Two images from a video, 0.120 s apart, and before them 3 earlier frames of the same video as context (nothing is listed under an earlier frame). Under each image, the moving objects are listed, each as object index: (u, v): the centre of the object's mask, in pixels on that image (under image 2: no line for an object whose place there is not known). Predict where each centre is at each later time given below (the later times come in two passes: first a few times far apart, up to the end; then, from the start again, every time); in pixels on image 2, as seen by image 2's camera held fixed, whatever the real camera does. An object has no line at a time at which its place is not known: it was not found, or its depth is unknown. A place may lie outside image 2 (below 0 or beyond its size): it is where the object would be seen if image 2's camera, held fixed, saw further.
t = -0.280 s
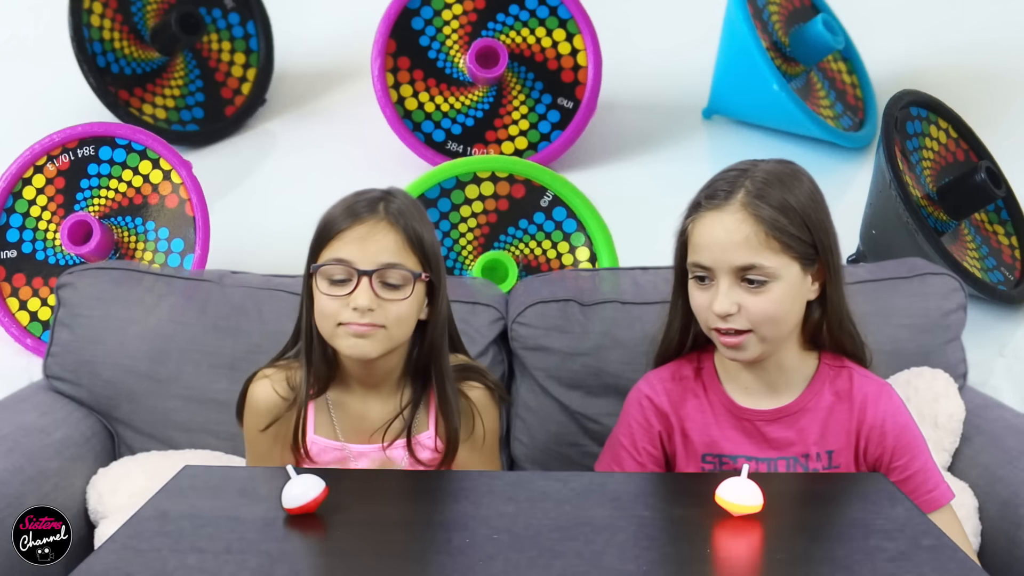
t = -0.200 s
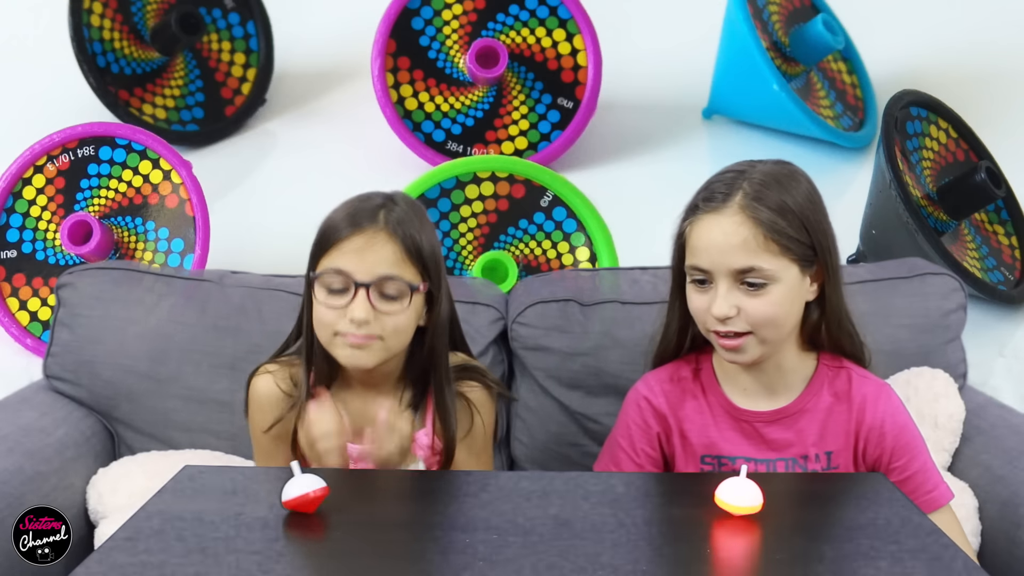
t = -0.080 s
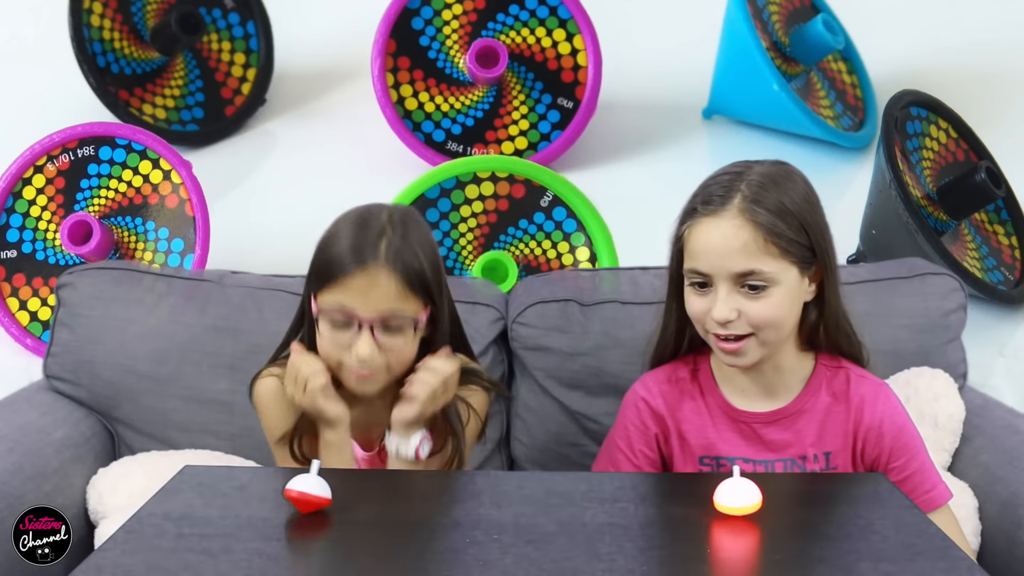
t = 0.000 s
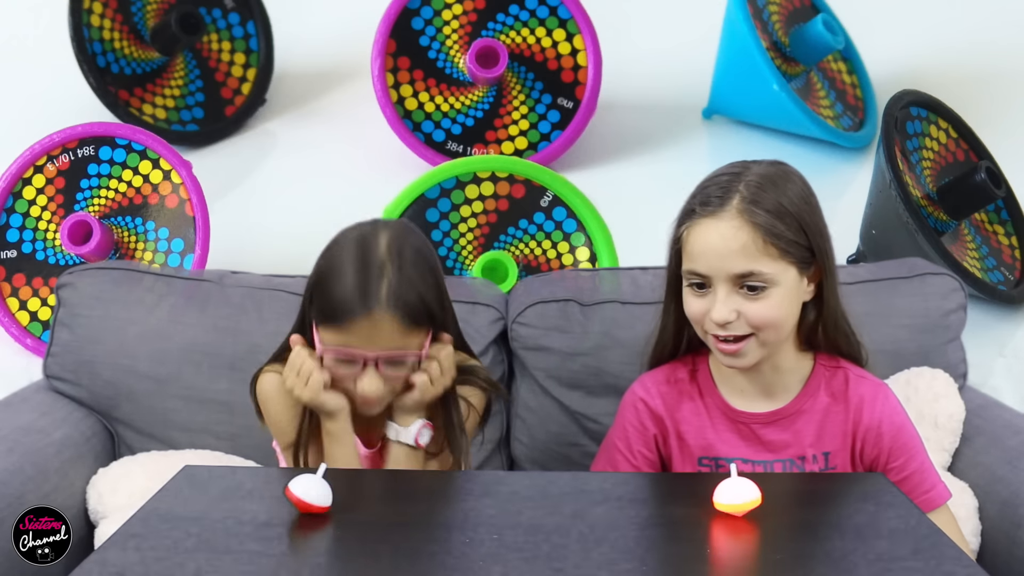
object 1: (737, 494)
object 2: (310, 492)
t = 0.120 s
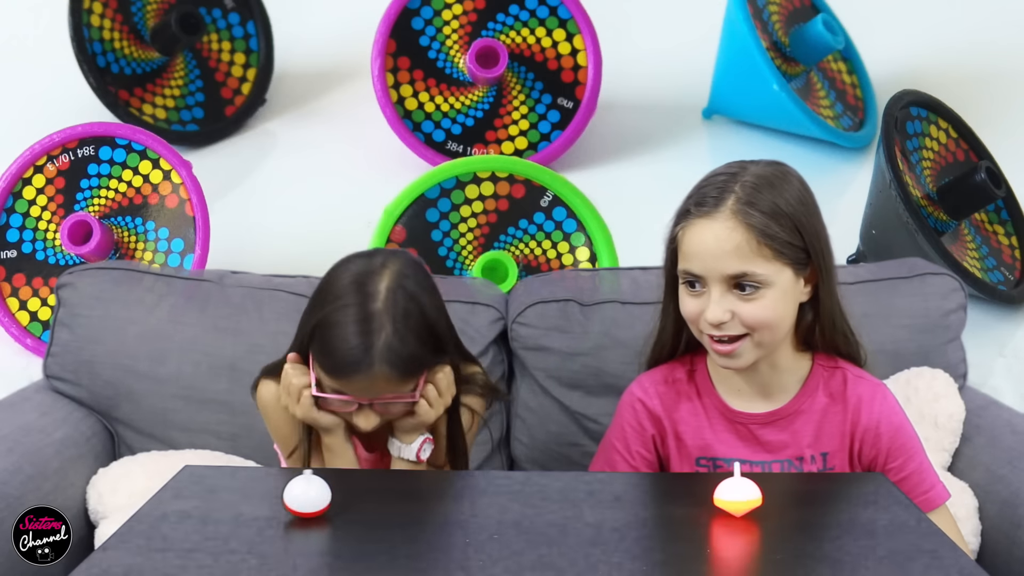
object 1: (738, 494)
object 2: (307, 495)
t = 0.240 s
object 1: (738, 494)
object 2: (302, 493)
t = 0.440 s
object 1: (738, 495)
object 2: (308, 491)
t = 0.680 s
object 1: (737, 494)
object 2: (306, 495)
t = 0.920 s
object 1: (739, 495)
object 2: (305, 491)
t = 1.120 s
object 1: (737, 495)
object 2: (308, 494)
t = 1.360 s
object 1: (738, 494)
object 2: (302, 493)
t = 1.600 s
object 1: (737, 495)
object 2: (308, 493)
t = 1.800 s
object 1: (736, 493)
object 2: (305, 495)
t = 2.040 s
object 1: (739, 495)
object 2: (304, 492)
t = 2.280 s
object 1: (736, 494)
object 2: (305, 495)
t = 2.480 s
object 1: (740, 494)
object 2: (303, 494)
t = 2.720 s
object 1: (736, 495)
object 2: (300, 493)
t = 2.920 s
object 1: (738, 493)
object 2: (302, 494)
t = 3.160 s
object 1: (738, 496)
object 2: (304, 493)
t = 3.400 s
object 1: (737, 494)
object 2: (298, 493)
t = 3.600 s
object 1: (739, 496)
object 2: (300, 494)
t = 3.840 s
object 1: (733, 494)
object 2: (305, 494)
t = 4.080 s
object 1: (739, 497)
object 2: (297, 495)
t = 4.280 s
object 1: (732, 495)
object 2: (297, 495)
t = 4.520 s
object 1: (740, 497)
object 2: (298, 496)
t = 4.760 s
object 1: (731, 494)
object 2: (265, 507)
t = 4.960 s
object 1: (741, 497)
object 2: (234, 510)
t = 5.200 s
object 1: (731, 494)
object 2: (228, 509)
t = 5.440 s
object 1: (739, 498)
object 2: (226, 511)
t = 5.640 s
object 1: (729, 495)
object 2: (224, 511)
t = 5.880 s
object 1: (740, 498)
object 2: (222, 511)
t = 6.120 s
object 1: (731, 494)
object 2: (218, 511)
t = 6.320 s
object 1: (742, 497)
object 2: (224, 510)
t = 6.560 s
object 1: (730, 496)
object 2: (222, 511)
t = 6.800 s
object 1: (740, 497)
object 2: (217, 511)
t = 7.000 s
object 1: (730, 498)
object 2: (212, 512)
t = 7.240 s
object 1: (738, 496)
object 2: (206, 515)
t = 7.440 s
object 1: (733, 499)
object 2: (205, 518)
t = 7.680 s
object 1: (734, 495)
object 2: (214, 523)
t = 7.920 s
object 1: (732, 500)
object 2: (225, 521)
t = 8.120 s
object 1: (730, 496)
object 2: (231, 517)
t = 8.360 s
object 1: (735, 498)
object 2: (233, 515)
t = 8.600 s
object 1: (734, 498)
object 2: (233, 515)
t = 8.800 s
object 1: (731, 498)
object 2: (232, 515)
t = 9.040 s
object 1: (730, 498)
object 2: (233, 515)
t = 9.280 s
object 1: (736, 499)
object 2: (233, 516)
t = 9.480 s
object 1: (726, 500)
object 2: (231, 517)
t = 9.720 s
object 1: (717, 496)
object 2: (226, 520)
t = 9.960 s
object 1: (732, 495)
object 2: (219, 523)
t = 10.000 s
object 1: (734, 495)
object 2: (218, 523)
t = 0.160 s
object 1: (737, 494)
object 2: (305, 495)
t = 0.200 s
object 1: (738, 494)
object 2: (304, 494)
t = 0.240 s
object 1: (738, 494)
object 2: (302, 493)
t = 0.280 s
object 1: (739, 494)
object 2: (303, 492)
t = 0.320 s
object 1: (739, 495)
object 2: (303, 492)
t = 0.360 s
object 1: (739, 495)
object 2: (304, 491)
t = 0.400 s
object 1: (738, 495)
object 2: (306, 491)
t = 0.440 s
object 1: (738, 495)
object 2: (308, 491)
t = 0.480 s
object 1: (737, 495)
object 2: (308, 492)
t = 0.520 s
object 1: (737, 495)
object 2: (309, 492)
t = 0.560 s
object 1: (736, 495)
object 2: (309, 493)
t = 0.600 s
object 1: (735, 495)
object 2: (308, 495)
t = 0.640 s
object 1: (736, 494)
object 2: (307, 495)
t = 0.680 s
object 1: (737, 494)
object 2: (306, 495)
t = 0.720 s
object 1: (737, 494)
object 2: (304, 495)
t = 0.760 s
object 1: (738, 494)
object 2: (303, 493)
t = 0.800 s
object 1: (738, 494)
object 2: (302, 493)
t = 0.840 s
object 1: (739, 494)
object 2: (303, 492)
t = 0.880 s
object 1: (739, 494)
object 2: (303, 491)
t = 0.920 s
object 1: (739, 495)
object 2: (305, 491)
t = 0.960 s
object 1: (738, 495)
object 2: (306, 491)
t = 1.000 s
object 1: (738, 495)
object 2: (308, 491)
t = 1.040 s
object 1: (737, 495)
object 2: (308, 492)
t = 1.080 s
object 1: (737, 495)
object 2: (308, 492)
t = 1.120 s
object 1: (737, 495)
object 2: (308, 494)
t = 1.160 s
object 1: (736, 494)
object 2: (307, 495)
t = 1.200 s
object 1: (736, 494)
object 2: (306, 495)
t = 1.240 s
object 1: (736, 494)
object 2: (305, 495)
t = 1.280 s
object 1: (737, 493)
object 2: (303, 494)
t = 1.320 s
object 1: (738, 493)
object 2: (303, 493)
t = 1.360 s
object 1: (738, 494)
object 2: (302, 493)
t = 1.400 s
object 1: (739, 494)
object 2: (303, 492)
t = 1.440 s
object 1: (739, 494)
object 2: (303, 491)
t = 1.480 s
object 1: (738, 495)
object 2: (304, 491)
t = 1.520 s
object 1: (739, 495)
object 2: (306, 491)
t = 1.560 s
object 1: (738, 495)
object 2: (307, 492)
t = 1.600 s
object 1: (737, 495)
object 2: (308, 493)
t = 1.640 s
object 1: (736, 495)
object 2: (307, 493)
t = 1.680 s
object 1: (736, 495)
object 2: (306, 494)
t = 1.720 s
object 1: (736, 494)
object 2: (306, 495)
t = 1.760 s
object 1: (736, 494)
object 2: (305, 495)
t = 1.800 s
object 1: (736, 493)
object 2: (305, 495)
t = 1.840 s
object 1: (737, 493)
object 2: (303, 494)
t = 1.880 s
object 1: (738, 493)
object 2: (302, 493)
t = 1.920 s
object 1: (739, 494)
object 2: (302, 493)
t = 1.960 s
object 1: (739, 494)
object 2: (302, 492)
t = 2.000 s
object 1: (739, 495)
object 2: (303, 492)
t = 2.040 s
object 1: (739, 495)
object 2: (304, 492)
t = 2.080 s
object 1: (739, 495)
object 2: (305, 492)
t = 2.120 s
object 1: (738, 495)
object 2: (306, 492)
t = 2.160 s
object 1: (737, 495)
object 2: (306, 493)
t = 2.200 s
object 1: (737, 495)
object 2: (305, 493)
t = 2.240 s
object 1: (735, 495)
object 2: (305, 494)
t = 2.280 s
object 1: (736, 494)
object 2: (305, 495)
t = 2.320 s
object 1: (736, 494)
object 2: (305, 495)
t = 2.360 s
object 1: (736, 494)
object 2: (305, 495)
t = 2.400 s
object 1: (738, 493)
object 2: (305, 494)
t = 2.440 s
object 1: (739, 494)
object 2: (304, 493)
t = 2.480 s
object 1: (740, 494)
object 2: (303, 494)
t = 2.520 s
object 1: (739, 495)
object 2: (303, 493)
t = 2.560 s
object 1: (739, 495)
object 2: (302, 493)
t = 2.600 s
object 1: (738, 495)
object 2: (302, 493)
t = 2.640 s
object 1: (738, 495)
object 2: (302, 493)
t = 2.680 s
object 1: (737, 495)
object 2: (301, 493)
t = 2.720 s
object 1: (736, 495)
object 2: (300, 493)
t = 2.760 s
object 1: (736, 495)
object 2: (300, 493)
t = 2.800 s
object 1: (736, 495)
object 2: (301, 493)
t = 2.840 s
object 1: (736, 494)
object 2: (300, 493)
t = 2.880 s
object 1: (736, 494)
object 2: (300, 494)
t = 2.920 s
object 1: (738, 493)
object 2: (302, 494)
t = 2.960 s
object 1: (739, 494)
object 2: (303, 494)
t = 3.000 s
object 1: (741, 494)
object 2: (304, 493)
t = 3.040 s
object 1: (740, 495)
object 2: (304, 493)
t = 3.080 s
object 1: (740, 496)
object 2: (304, 493)
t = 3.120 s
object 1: (739, 496)
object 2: (304, 493)
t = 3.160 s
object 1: (738, 496)
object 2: (304, 493)
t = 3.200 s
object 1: (737, 496)
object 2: (303, 494)
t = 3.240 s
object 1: (736, 496)
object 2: (301, 494)
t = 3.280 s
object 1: (735, 495)
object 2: (300, 494)
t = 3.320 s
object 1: (735, 495)
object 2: (299, 494)
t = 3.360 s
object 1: (735, 494)
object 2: (298, 494)
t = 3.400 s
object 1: (737, 494)
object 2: (298, 493)
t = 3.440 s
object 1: (738, 494)
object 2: (297, 494)
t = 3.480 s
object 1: (740, 494)
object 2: (297, 493)
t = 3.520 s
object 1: (740, 495)
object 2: (297, 494)
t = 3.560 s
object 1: (741, 495)
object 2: (298, 494)
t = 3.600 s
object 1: (739, 496)
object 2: (300, 494)
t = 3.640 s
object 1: (739, 496)
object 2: (302, 494)
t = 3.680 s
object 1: (737, 497)
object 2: (304, 493)
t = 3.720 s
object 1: (735, 496)
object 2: (305, 493)
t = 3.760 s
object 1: (733, 496)
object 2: (305, 493)
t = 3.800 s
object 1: (732, 495)
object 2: (305, 493)
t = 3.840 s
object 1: (733, 494)
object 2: (305, 494)
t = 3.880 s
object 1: (735, 493)
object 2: (304, 494)
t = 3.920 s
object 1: (738, 493)
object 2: (304, 495)
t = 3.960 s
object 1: (740, 494)
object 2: (302, 495)
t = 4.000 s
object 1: (741, 495)
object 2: (301, 495)
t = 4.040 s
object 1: (740, 496)
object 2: (299, 495)
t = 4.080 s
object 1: (739, 497)
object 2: (297, 495)
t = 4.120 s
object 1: (737, 498)
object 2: (296, 494)
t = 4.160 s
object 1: (736, 497)
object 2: (296, 494)
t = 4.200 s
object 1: (733, 497)
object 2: (296, 494)
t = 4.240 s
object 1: (733, 496)
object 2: (297, 494)
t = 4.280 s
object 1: (732, 495)
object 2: (297, 495)
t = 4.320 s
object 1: (733, 494)
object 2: (299, 495)
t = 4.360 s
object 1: (736, 494)
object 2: (301, 494)
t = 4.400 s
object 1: (738, 494)
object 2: (301, 494)
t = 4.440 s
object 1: (740, 495)
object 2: (302, 494)
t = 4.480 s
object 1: (741, 496)
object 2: (301, 495)
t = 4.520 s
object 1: (740, 497)
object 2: (298, 496)
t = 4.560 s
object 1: (738, 497)
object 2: (294, 499)
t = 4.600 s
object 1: (736, 498)
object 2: (289, 501)
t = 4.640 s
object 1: (735, 497)
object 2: (285, 503)
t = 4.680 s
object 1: (732, 496)
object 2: (278, 505)
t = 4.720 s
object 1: (731, 495)
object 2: (271, 506)
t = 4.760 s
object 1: (731, 494)
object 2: (265, 507)
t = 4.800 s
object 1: (734, 494)
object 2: (259, 508)
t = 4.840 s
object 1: (737, 494)
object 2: (253, 508)
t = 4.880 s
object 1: (740, 494)
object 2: (246, 508)
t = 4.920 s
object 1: (741, 496)
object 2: (239, 509)
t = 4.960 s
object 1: (741, 497)
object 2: (234, 510)
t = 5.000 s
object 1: (739, 498)
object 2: (230, 511)
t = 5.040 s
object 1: (736, 498)
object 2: (228, 512)
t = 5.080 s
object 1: (734, 498)
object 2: (228, 511)
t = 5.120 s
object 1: (732, 497)
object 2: (228, 510)
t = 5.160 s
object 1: (731, 496)
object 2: (228, 509)
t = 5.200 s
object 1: (731, 494)
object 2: (228, 509)
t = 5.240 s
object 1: (732, 494)
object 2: (228, 509)
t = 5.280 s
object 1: (735, 493)
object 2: (228, 510)
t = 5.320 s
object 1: (738, 494)
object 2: (227, 511)
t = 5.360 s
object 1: (740, 495)
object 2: (227, 512)
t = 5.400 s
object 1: (741, 497)
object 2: (227, 512)
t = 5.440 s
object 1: (739, 498)
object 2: (226, 511)
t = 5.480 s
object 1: (737, 499)
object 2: (226, 510)
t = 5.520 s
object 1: (734, 499)
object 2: (226, 510)
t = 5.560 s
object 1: (732, 498)
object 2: (225, 510)
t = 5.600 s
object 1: (730, 496)
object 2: (225, 510)
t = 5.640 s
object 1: (729, 495)
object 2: (224, 511)
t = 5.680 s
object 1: (731, 494)
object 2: (223, 512)
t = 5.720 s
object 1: (733, 494)
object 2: (223, 513)
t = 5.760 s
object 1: (738, 494)
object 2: (224, 513)
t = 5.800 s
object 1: (739, 495)
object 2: (223, 512)
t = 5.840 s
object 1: (740, 496)
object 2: (222, 511)
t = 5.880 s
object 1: (740, 498)
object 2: (222, 511)
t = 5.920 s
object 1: (738, 499)
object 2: (221, 511)
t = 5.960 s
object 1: (736, 500)
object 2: (221, 511)
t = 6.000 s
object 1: (734, 499)
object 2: (220, 512)
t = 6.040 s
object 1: (731, 497)
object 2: (219, 511)
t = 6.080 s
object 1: (730, 496)
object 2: (218, 511)
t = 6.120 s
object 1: (731, 494)
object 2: (218, 511)
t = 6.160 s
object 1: (733, 494)
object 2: (218, 512)
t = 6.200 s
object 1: (736, 494)
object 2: (220, 512)
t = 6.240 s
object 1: (739, 494)
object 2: (222, 511)
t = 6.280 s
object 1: (741, 496)
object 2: (224, 511)
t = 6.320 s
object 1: (742, 497)
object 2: (224, 510)
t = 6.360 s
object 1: (740, 499)
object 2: (224, 510)
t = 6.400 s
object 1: (738, 500)
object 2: (224, 510)
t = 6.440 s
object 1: (735, 500)
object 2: (223, 510)
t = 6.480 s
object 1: (733, 499)
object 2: (223, 511)
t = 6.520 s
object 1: (731, 497)
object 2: (222, 511)
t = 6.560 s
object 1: (730, 496)
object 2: (222, 511)
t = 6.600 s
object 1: (731, 495)
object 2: (221, 511)
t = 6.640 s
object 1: (733, 494)
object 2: (221, 511)
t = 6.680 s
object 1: (736, 494)
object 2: (220, 511)
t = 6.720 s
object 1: (738, 495)
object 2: (219, 511)
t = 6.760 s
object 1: (740, 496)
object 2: (218, 511)
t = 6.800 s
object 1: (740, 497)
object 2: (217, 511)
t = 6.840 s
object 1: (738, 499)
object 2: (216, 512)
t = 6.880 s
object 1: (736, 500)
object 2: (215, 512)
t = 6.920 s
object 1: (734, 500)
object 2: (214, 512)
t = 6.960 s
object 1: (732, 499)
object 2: (213, 512)
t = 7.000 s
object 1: (730, 498)
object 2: (212, 512)
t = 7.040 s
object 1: (729, 496)
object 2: (211, 512)
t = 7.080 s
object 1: (730, 495)
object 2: (210, 513)
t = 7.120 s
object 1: (732, 495)
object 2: (209, 513)
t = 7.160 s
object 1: (734, 494)
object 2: (208, 513)
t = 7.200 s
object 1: (737, 495)
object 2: (207, 514)
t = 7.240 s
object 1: (738, 496)
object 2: (206, 515)
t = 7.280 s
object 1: (739, 497)
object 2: (205, 515)
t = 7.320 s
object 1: (738, 498)
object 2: (205, 516)
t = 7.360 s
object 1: (736, 500)
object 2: (204, 517)
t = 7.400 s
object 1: (734, 500)
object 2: (205, 518)
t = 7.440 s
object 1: (733, 499)
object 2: (205, 518)
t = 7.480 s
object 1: (731, 498)
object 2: (206, 519)
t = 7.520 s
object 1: (729, 497)
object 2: (208, 520)
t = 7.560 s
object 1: (729, 496)
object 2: (209, 521)
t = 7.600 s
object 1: (731, 495)
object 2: (211, 522)
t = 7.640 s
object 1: (733, 495)
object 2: (213, 522)
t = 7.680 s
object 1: (734, 495)
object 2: (214, 523)
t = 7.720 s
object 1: (736, 496)
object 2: (216, 523)
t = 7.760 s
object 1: (737, 497)
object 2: (218, 523)
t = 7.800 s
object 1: (737, 498)
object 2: (220, 523)
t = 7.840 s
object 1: (735, 499)
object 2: (222, 522)
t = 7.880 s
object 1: (734, 500)
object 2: (223, 521)
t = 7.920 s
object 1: (732, 500)
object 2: (225, 521)
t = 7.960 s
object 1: (731, 499)
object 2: (226, 520)
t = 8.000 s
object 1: (730, 498)
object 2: (227, 519)
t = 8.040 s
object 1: (729, 497)
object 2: (229, 519)
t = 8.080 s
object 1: (729, 496)
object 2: (230, 518)
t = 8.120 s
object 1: (730, 496)
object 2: (231, 517)
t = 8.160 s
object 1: (732, 496)
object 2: (231, 517)
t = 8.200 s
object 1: (733, 496)
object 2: (232, 516)
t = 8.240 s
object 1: (734, 496)
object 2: (232, 516)
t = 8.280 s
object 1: (734, 496)
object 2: (232, 516)
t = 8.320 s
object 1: (734, 497)
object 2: (233, 516)
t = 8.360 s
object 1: (735, 498)
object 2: (233, 515)
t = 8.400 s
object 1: (734, 498)
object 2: (233, 515)
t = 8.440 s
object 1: (734, 499)
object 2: (233, 515)
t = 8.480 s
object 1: (735, 499)
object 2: (233, 515)
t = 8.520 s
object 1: (735, 499)
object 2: (233, 515)
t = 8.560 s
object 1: (735, 498)
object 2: (233, 515)
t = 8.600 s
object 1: (734, 498)
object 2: (233, 515)
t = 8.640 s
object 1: (734, 498)
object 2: (233, 514)
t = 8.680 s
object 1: (733, 498)
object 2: (233, 514)
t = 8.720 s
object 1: (732, 497)
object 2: (232, 514)
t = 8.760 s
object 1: (732, 498)
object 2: (232, 514)
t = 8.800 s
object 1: (731, 498)
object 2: (232, 515)
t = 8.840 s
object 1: (730, 498)
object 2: (233, 515)
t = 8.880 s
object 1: (730, 498)
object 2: (233, 515)
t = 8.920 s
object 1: (729, 498)
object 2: (233, 515)
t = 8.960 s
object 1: (729, 497)
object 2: (233, 515)
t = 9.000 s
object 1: (729, 498)
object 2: (233, 515)
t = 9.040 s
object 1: (730, 498)
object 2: (233, 515)
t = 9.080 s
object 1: (731, 499)
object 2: (233, 515)
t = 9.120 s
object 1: (733, 499)
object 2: (233, 515)
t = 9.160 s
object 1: (734, 499)
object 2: (232, 515)
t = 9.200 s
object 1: (735, 498)
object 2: (233, 515)
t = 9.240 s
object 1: (735, 498)
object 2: (233, 515)
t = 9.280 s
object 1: (736, 499)
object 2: (233, 516)
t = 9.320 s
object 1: (735, 500)
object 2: (233, 516)
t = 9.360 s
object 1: (733, 500)
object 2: (232, 516)
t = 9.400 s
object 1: (731, 500)
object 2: (232, 516)
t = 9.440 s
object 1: (729, 500)
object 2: (231, 516)
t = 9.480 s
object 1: (726, 500)
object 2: (231, 517)
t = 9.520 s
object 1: (723, 499)
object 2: (230, 517)
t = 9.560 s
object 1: (721, 499)
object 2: (229, 518)
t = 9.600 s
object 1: (718, 497)
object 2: (229, 518)
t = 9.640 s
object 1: (717, 497)
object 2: (228, 519)
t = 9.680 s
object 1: (717, 496)
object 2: (227, 519)
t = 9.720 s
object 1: (717, 496)
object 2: (226, 520)
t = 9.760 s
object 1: (718, 496)
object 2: (225, 521)
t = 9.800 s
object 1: (721, 496)
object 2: (224, 522)
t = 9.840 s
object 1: (725, 495)
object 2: (223, 522)
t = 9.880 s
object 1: (729, 495)
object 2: (222, 522)
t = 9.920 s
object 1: (731, 495)
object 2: (220, 522)
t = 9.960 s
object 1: (732, 495)
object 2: (219, 523)
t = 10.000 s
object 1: (734, 495)
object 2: (218, 523)
